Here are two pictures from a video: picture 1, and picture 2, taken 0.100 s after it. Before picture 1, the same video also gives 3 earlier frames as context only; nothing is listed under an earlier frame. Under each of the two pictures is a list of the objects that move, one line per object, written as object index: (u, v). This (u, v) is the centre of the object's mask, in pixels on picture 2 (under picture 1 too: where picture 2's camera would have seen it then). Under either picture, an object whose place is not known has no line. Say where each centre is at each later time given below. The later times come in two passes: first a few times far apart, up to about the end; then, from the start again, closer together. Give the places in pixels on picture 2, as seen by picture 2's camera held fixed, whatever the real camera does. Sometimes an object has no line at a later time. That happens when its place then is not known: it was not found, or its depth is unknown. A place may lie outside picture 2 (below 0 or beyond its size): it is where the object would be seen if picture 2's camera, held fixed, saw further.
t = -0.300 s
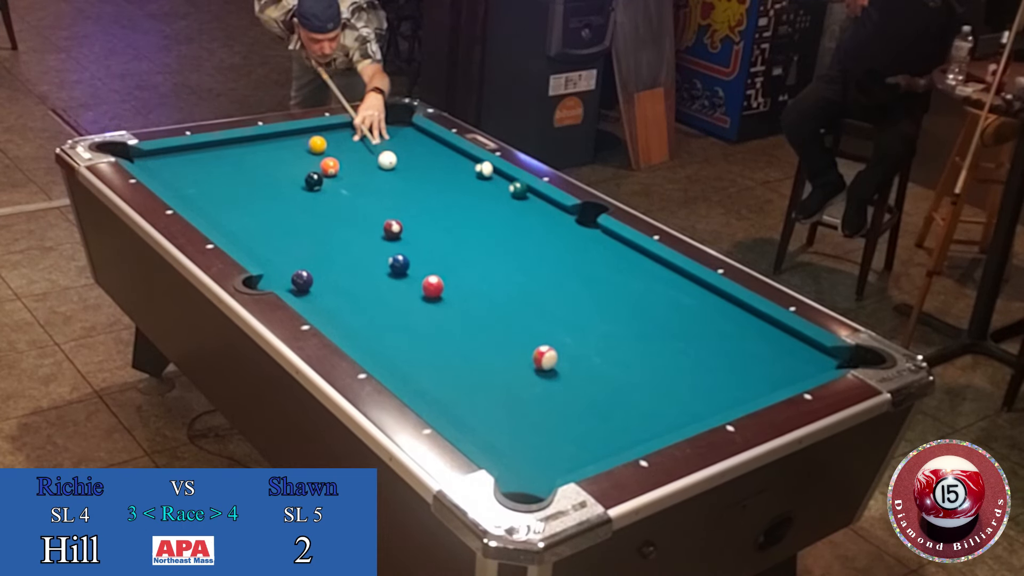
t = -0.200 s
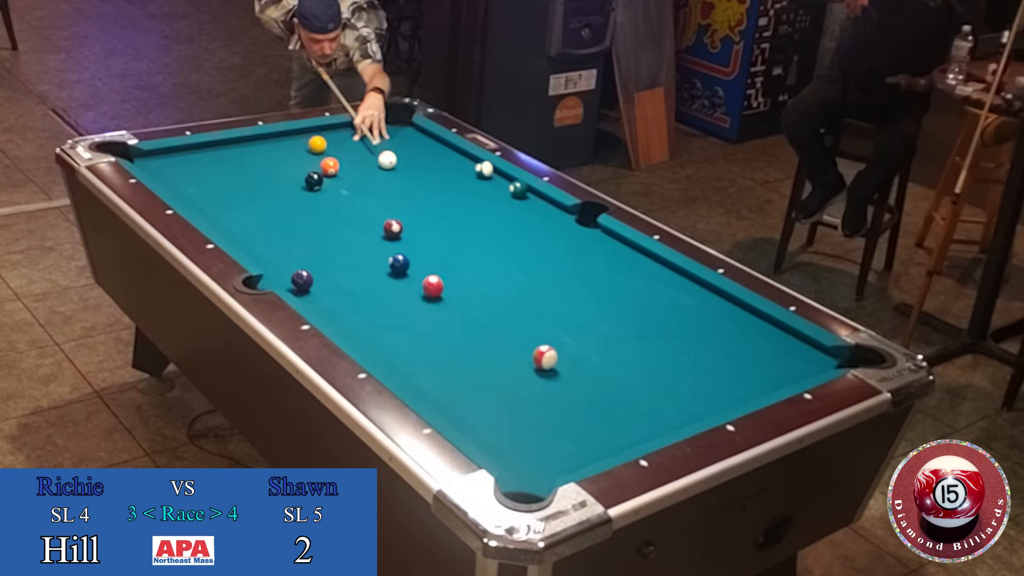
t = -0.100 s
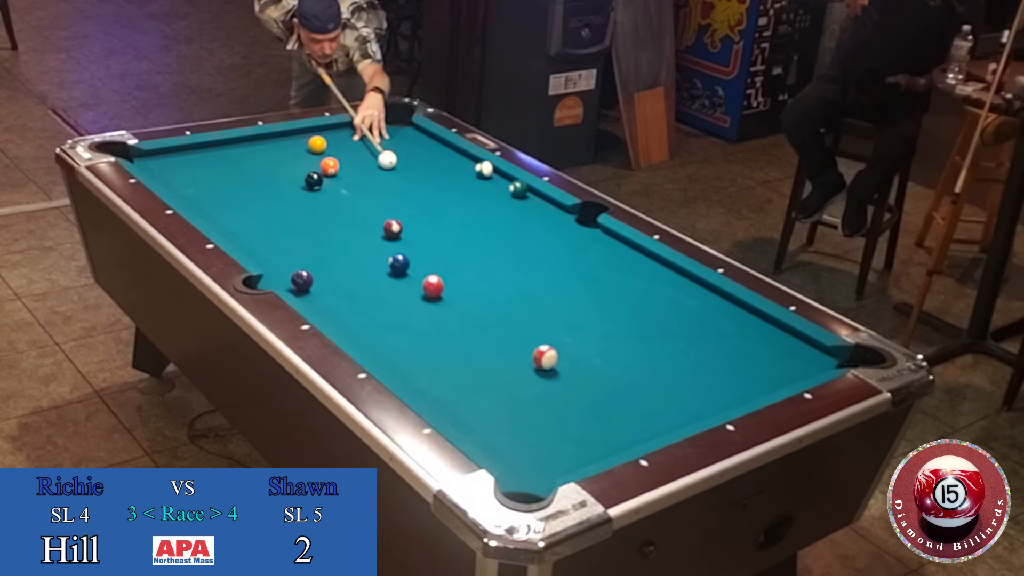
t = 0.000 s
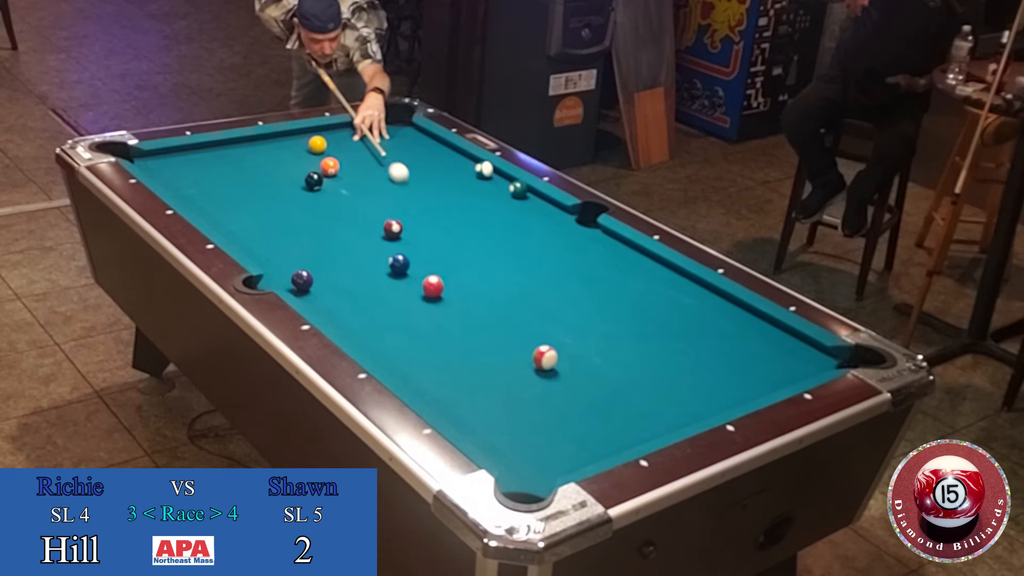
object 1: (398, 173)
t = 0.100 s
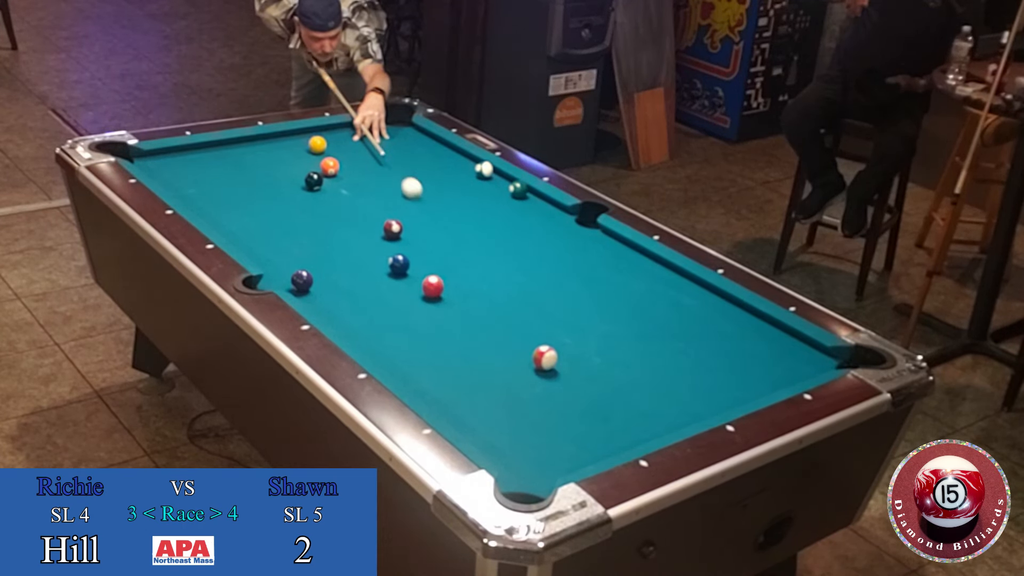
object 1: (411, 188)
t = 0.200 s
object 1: (425, 204)
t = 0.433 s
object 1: (460, 245)
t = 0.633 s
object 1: (494, 284)
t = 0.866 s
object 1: (537, 335)
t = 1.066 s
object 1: (579, 356)
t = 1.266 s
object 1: (620, 372)
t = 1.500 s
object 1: (668, 391)
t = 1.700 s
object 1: (708, 406)
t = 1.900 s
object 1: (701, 398)
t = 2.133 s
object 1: (688, 386)
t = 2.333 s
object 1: (678, 375)
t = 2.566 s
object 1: (667, 366)
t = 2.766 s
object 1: (658, 359)
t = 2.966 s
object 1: (651, 353)
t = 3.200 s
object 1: (643, 348)
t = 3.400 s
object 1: (637, 345)
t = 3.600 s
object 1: (633, 343)
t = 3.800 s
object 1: (629, 342)
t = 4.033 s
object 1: (628, 341)
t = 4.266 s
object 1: (628, 342)
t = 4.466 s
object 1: (629, 342)
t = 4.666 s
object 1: (628, 342)
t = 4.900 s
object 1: (629, 342)
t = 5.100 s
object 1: (629, 342)
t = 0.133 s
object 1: (416, 193)
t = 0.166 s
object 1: (421, 198)
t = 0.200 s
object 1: (425, 204)
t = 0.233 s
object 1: (430, 209)
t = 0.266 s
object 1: (435, 215)
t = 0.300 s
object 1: (440, 221)
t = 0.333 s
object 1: (445, 227)
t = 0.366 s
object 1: (450, 233)
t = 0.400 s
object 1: (455, 239)
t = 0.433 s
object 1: (460, 245)
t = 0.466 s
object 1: (466, 251)
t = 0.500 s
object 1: (471, 257)
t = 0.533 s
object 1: (477, 264)
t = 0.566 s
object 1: (482, 271)
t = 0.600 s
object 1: (488, 277)
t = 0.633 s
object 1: (494, 284)
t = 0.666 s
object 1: (500, 291)
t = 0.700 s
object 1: (506, 299)
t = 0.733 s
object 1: (512, 306)
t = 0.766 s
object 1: (518, 313)
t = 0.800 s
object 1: (525, 321)
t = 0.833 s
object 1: (531, 329)
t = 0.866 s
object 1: (537, 335)
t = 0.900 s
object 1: (544, 340)
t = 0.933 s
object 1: (553, 344)
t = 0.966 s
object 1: (559, 348)
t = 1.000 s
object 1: (565, 350)
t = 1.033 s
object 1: (572, 353)
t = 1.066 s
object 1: (579, 356)
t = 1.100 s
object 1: (586, 358)
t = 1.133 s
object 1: (593, 361)
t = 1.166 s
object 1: (600, 364)
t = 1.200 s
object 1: (607, 367)
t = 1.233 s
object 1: (614, 370)
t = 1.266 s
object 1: (620, 372)
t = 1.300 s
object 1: (627, 375)
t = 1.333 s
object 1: (634, 378)
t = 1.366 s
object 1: (641, 380)
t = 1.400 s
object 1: (648, 383)
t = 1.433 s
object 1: (654, 386)
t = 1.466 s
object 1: (661, 389)
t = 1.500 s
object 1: (668, 391)
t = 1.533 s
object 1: (674, 394)
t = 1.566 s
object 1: (681, 397)
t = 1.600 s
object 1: (688, 400)
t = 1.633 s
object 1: (695, 402)
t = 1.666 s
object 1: (701, 405)
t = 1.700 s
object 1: (708, 406)
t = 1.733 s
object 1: (712, 407)
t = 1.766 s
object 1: (709, 405)
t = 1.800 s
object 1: (707, 404)
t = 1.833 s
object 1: (705, 402)
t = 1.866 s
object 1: (703, 401)
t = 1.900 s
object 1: (701, 398)
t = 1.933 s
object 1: (699, 396)
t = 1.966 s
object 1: (697, 395)
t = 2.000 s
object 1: (695, 393)
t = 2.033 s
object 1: (693, 390)
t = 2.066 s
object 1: (691, 389)
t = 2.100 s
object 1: (689, 387)
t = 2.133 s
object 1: (688, 386)
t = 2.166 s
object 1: (686, 384)
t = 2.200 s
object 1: (684, 382)
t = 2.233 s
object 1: (682, 380)
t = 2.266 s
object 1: (681, 379)
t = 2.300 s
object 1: (679, 377)
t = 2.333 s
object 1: (678, 375)
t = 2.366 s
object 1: (676, 374)
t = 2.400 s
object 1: (674, 373)
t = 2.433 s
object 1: (673, 371)
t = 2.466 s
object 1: (671, 370)
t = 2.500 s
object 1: (670, 368)
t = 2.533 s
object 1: (668, 367)
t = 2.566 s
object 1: (667, 366)
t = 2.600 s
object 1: (665, 365)
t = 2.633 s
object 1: (664, 363)
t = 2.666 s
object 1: (662, 362)
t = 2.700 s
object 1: (661, 361)
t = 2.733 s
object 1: (660, 360)
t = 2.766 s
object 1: (658, 359)
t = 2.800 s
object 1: (657, 358)
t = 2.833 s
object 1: (655, 357)
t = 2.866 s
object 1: (654, 356)
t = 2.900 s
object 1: (653, 355)
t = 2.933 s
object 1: (652, 354)
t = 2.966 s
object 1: (651, 353)
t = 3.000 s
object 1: (649, 352)
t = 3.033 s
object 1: (648, 352)
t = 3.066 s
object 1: (647, 351)
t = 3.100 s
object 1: (646, 350)
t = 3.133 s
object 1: (646, 349)
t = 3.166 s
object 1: (645, 349)
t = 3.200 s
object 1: (643, 348)
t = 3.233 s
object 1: (642, 347)
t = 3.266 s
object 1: (642, 347)
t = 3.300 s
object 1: (641, 346)
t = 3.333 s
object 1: (639, 346)
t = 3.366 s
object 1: (638, 346)
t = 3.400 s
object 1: (637, 345)
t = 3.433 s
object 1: (637, 345)
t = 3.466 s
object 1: (636, 344)
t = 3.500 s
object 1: (635, 344)
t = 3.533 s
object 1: (634, 344)
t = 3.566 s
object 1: (634, 343)
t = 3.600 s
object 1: (633, 343)
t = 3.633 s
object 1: (632, 343)
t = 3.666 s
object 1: (632, 342)
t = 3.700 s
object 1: (631, 342)
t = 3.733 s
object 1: (630, 342)
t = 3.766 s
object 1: (630, 342)
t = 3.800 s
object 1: (629, 342)
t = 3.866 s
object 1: (629, 341)
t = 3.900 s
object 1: (629, 341)
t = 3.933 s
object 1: (628, 341)
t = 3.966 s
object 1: (628, 341)
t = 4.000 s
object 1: (628, 341)
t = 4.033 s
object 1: (628, 341)
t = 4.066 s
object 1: (628, 341)
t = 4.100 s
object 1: (628, 341)
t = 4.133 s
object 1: (628, 341)
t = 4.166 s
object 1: (628, 341)
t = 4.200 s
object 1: (628, 342)
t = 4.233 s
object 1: (628, 342)
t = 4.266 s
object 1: (628, 342)
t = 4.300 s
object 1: (628, 341)
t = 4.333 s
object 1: (628, 341)
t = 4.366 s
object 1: (629, 342)
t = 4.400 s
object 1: (629, 342)
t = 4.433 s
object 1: (628, 342)
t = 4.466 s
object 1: (629, 342)
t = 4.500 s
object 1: (629, 342)
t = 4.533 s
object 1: (629, 342)
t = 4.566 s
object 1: (629, 342)
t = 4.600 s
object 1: (629, 342)
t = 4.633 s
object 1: (628, 342)
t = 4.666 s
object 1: (628, 342)
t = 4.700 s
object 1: (629, 342)
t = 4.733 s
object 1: (629, 342)
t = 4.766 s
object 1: (629, 342)
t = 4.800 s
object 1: (629, 342)
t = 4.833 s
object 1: (629, 342)
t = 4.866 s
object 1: (629, 342)
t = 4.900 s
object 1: (629, 342)
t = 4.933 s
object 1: (629, 342)
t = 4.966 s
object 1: (629, 341)
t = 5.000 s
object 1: (629, 341)
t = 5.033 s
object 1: (629, 341)
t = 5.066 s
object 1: (629, 341)
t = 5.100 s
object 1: (629, 342)
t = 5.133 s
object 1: (629, 342)
